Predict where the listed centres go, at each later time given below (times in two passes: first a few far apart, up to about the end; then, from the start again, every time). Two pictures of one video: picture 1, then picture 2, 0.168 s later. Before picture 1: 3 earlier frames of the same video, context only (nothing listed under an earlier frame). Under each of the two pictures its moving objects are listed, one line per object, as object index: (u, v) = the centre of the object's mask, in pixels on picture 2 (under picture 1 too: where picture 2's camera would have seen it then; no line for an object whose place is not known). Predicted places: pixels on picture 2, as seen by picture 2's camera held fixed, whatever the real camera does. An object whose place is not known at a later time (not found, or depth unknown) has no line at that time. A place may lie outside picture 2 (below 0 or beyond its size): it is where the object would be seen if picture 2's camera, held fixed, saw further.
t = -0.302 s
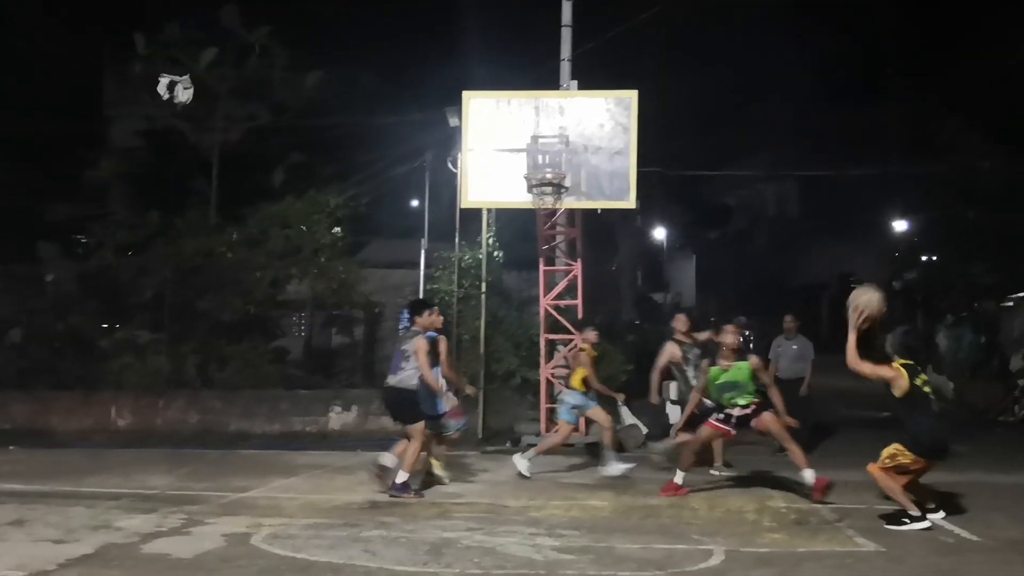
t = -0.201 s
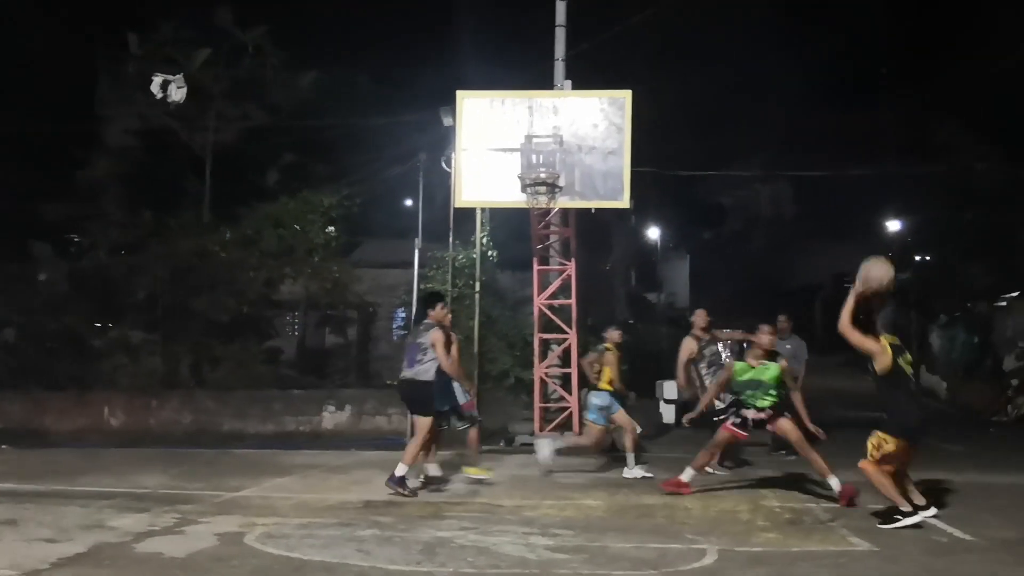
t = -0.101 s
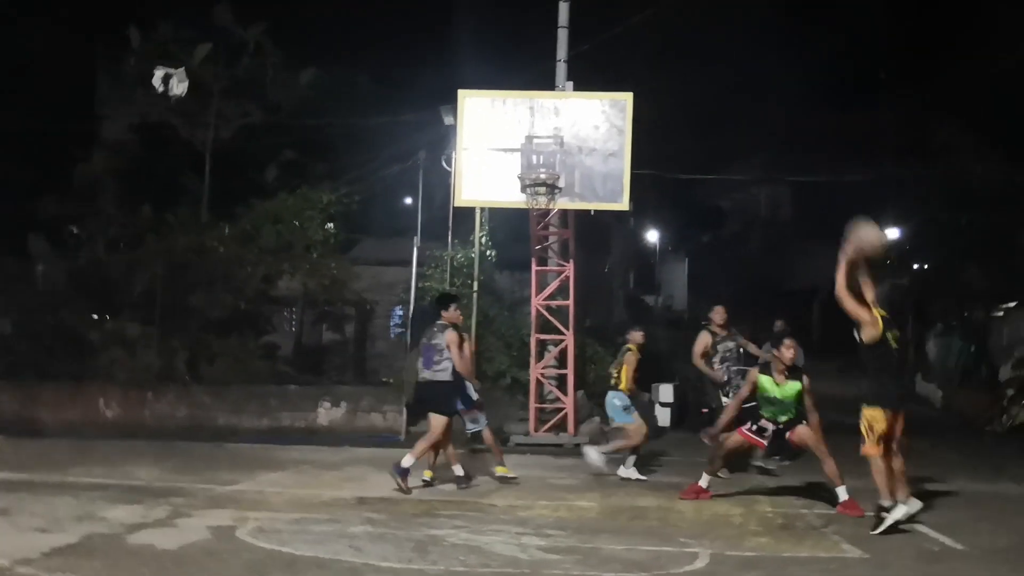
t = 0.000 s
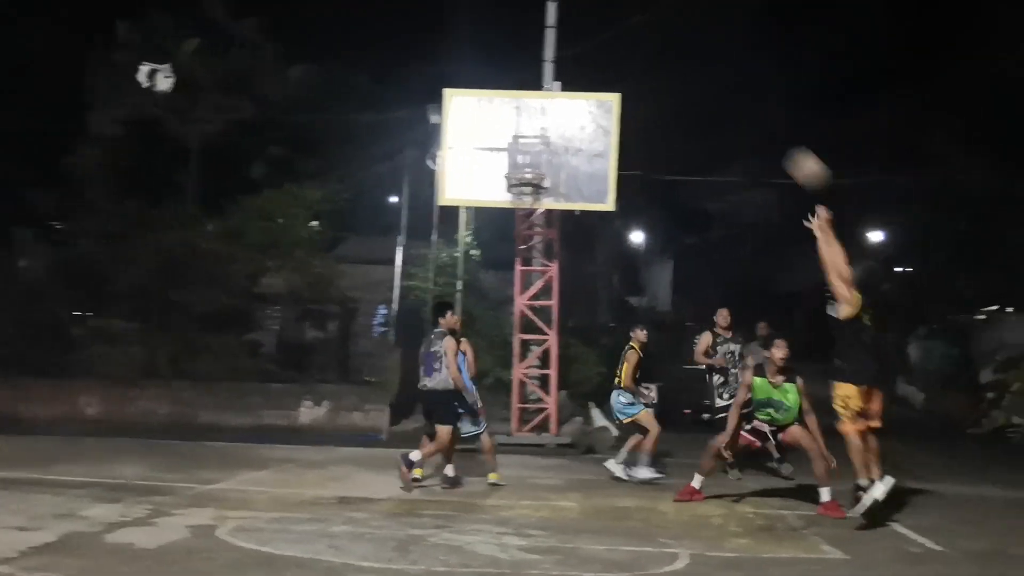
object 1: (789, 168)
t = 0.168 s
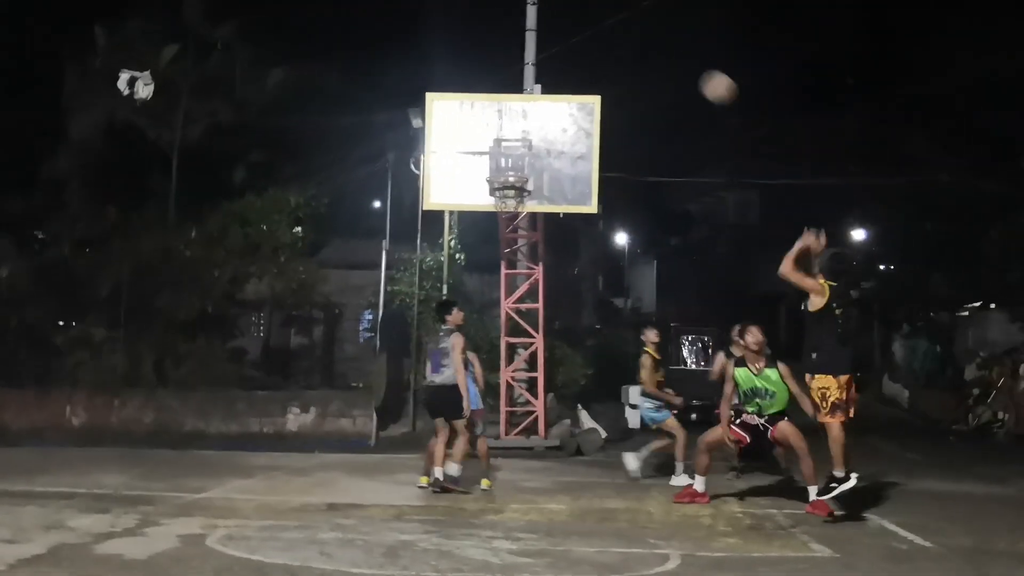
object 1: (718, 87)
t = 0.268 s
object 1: (682, 59)
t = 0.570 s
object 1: (586, 56)
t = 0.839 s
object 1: (514, 126)
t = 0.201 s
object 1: (706, 77)
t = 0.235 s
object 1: (694, 67)
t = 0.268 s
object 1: (682, 59)
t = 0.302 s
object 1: (668, 54)
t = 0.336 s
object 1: (659, 50)
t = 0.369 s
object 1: (649, 47)
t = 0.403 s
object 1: (638, 47)
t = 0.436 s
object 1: (627, 46)
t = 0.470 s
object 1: (616, 47)
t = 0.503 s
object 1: (606, 49)
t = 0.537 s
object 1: (596, 52)
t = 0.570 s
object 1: (586, 56)
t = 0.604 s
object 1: (576, 61)
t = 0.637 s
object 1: (567, 67)
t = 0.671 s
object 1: (558, 75)
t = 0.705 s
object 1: (551, 82)
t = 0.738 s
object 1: (544, 90)
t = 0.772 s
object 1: (532, 103)
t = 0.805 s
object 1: (523, 115)
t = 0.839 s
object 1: (514, 126)
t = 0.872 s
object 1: (504, 138)
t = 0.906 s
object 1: (499, 155)
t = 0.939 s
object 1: (492, 163)
